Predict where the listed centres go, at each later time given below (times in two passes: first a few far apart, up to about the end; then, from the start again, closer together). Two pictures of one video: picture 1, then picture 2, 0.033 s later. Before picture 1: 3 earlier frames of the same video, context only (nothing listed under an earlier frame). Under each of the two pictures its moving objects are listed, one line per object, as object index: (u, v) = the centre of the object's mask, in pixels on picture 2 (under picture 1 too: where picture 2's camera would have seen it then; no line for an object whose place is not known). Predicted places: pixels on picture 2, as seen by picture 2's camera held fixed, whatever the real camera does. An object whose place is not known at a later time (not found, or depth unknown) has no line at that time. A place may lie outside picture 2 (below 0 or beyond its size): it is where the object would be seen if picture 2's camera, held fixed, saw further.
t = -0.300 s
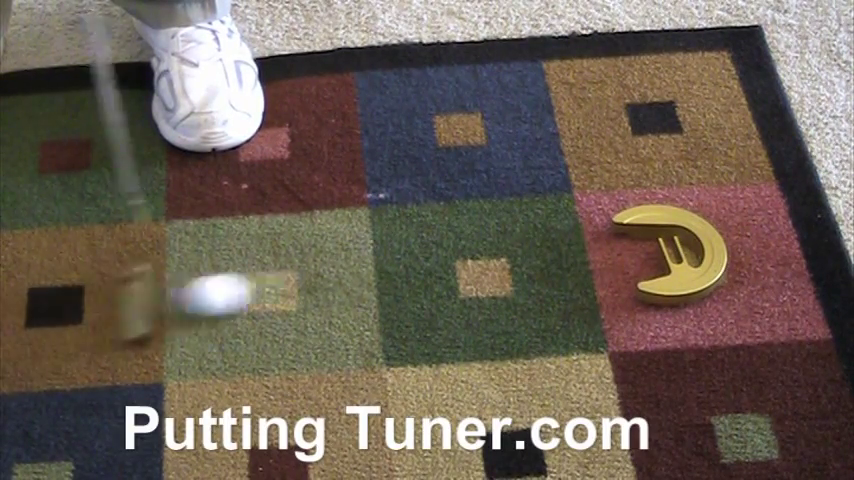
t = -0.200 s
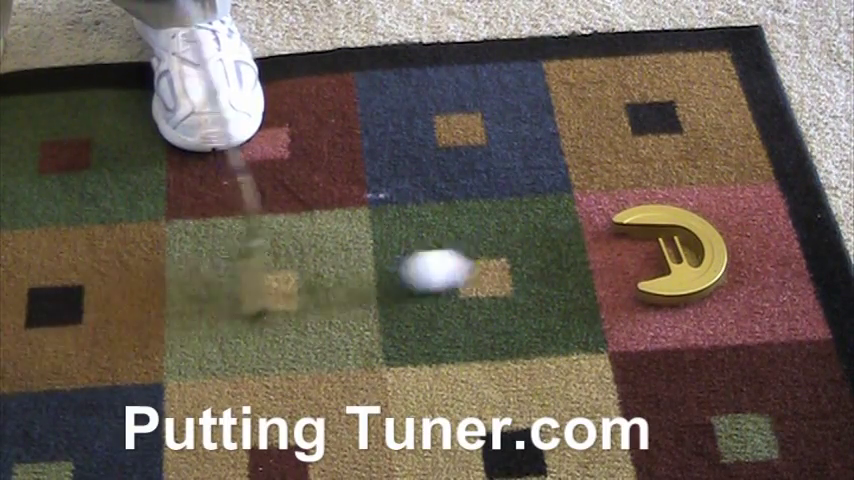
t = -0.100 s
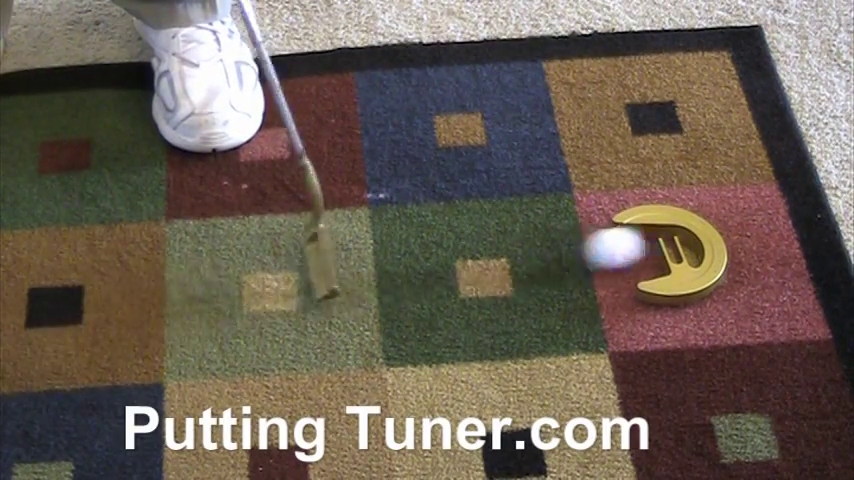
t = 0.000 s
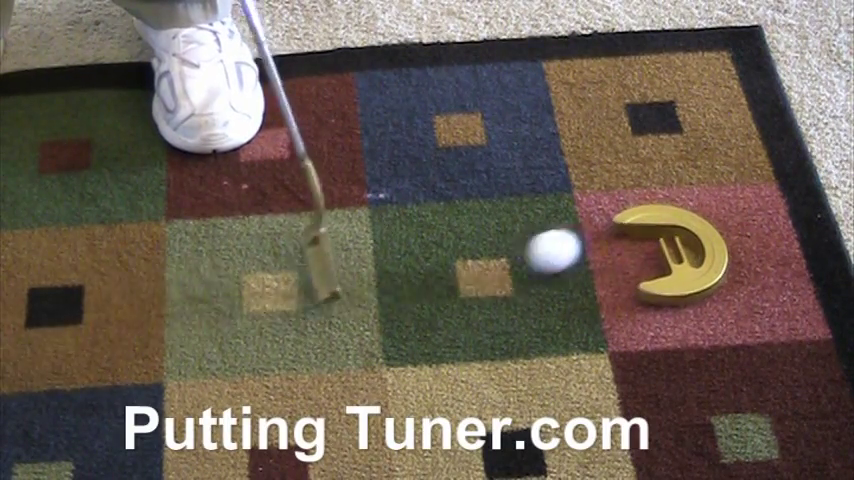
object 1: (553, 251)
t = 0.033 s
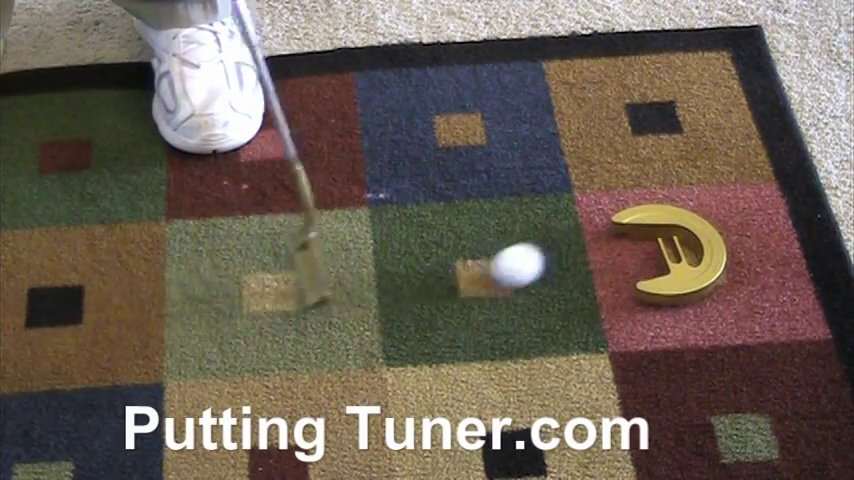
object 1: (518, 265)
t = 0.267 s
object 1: (372, 288)
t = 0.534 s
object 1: (254, 313)
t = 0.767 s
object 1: (180, 323)
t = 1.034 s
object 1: (132, 319)
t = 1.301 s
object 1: (116, 304)
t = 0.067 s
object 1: (490, 267)
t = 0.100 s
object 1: (467, 269)
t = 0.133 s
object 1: (444, 277)
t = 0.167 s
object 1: (426, 277)
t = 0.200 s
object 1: (407, 282)
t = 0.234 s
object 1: (389, 285)
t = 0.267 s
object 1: (372, 288)
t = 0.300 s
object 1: (355, 291)
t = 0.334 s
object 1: (339, 295)
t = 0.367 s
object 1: (323, 298)
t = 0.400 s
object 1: (309, 302)
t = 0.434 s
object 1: (294, 306)
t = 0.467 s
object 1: (280, 309)
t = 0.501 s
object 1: (267, 311)
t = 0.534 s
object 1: (254, 313)
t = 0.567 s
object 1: (242, 316)
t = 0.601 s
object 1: (231, 317)
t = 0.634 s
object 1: (220, 319)
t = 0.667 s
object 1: (209, 320)
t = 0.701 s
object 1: (199, 322)
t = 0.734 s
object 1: (190, 322)
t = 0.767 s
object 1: (180, 323)
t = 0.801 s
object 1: (173, 324)
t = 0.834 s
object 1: (165, 324)
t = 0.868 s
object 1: (159, 324)
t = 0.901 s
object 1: (153, 323)
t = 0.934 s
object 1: (147, 322)
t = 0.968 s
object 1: (142, 321)
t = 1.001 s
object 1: (137, 320)
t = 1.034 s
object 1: (132, 319)
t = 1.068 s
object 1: (128, 317)
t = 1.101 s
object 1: (125, 314)
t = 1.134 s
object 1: (122, 313)
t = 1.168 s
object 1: (120, 311)
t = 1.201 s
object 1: (118, 309)
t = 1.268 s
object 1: (116, 305)
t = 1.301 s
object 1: (116, 304)
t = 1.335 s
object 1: (116, 304)
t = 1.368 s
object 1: (116, 303)
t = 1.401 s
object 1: (116, 303)
